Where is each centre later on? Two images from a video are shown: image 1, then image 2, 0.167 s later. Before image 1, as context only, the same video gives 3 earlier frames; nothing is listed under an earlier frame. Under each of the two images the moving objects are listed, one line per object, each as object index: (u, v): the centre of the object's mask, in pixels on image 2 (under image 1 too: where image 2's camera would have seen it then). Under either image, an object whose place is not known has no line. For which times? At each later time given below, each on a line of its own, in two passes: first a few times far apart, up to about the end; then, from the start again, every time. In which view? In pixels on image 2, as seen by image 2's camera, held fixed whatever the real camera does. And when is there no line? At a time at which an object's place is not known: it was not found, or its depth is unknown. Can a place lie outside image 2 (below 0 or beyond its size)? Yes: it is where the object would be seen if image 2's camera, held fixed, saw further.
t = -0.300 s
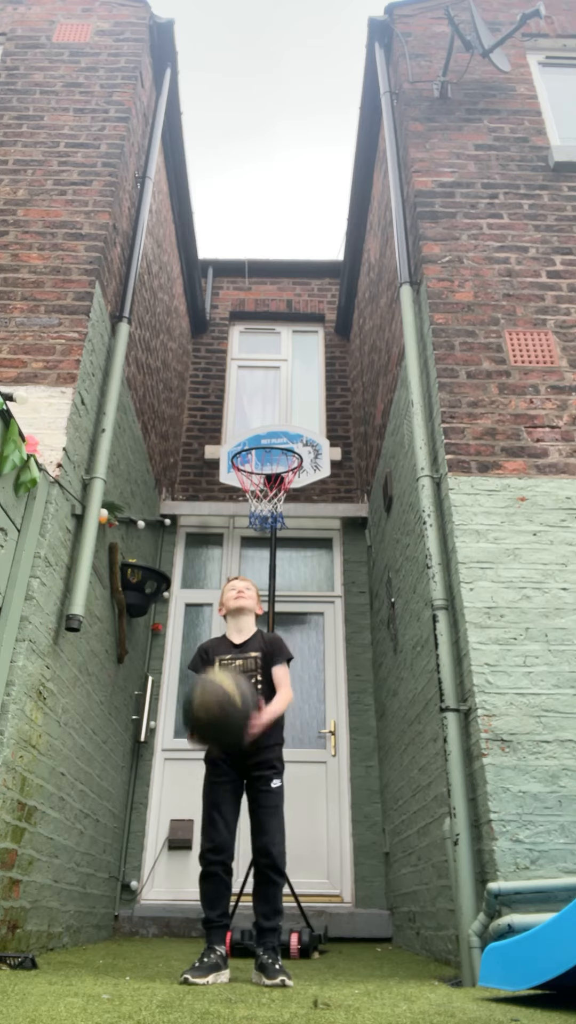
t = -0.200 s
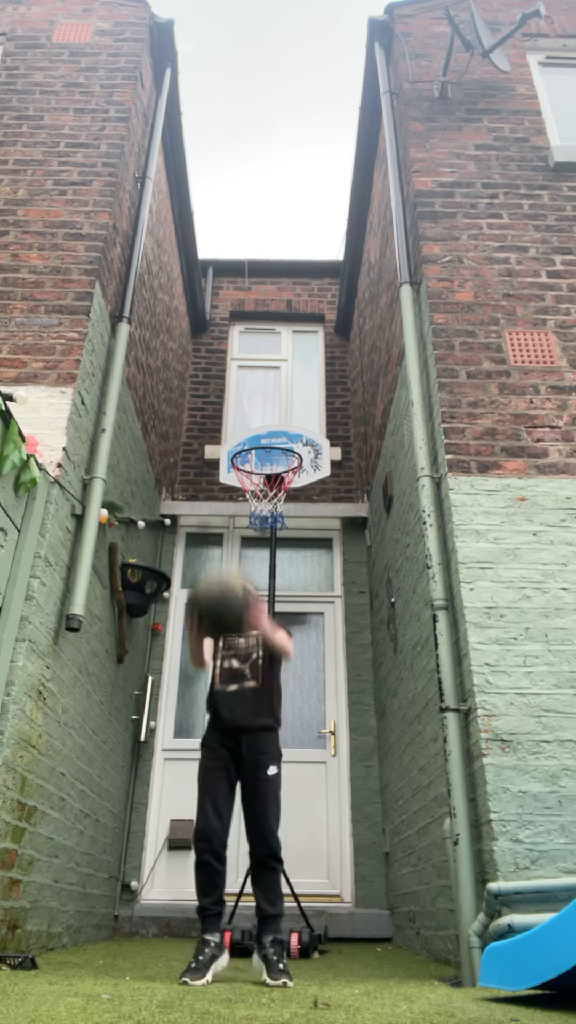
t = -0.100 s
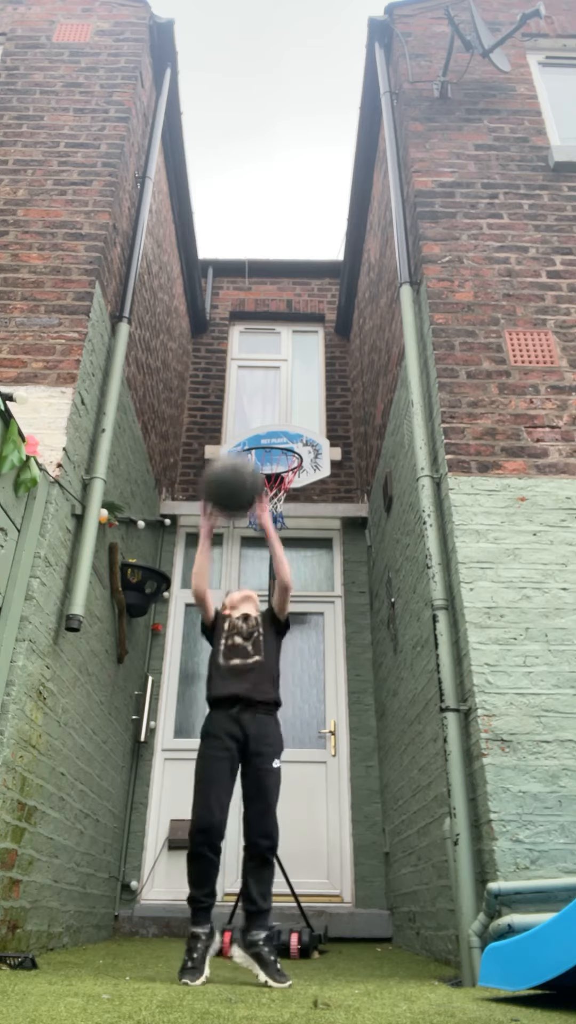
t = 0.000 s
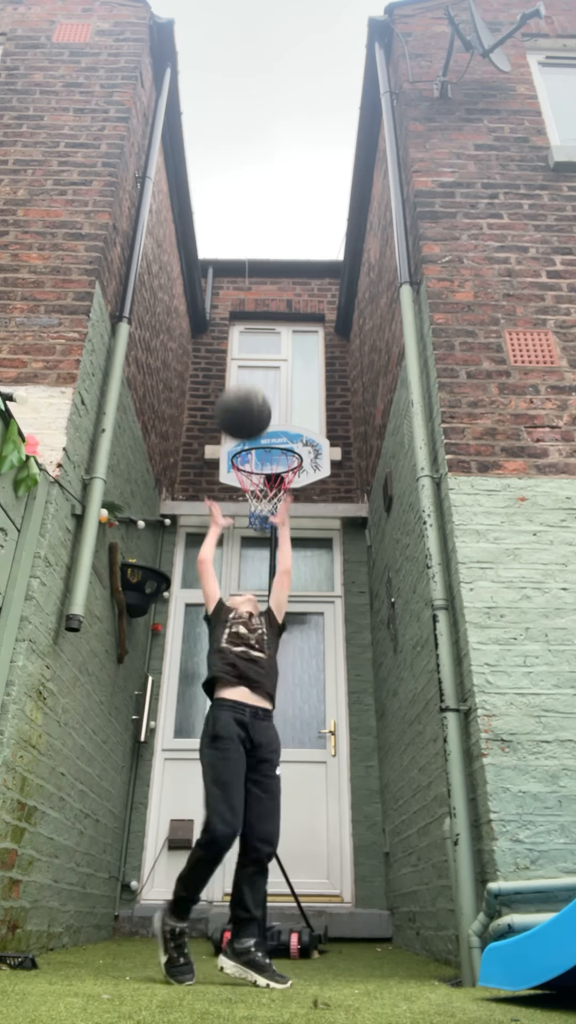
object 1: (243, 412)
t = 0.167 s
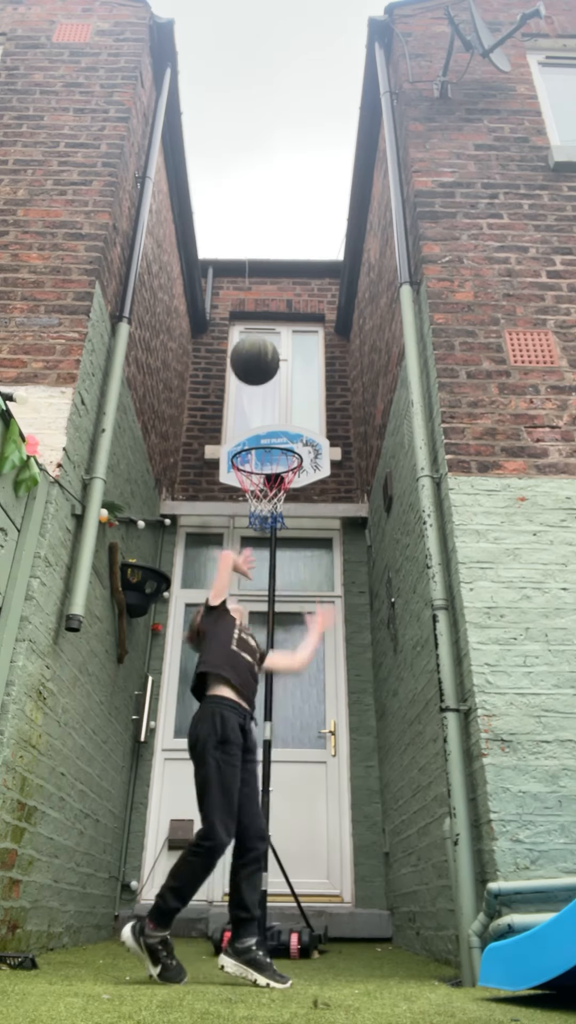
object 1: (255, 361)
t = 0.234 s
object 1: (259, 356)
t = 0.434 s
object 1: (268, 380)
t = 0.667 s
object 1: (278, 430)
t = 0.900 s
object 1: (291, 483)
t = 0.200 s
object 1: (257, 357)
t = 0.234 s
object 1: (259, 356)
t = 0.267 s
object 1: (261, 356)
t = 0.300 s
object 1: (262, 358)
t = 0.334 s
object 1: (264, 361)
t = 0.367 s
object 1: (265, 366)
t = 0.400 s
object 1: (267, 372)
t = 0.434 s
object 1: (268, 380)
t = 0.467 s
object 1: (270, 389)
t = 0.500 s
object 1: (271, 399)
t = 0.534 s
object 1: (272, 411)
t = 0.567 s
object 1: (273, 424)
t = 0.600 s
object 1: (275, 430)
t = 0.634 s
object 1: (276, 429)
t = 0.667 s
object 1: (278, 430)
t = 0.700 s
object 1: (280, 432)
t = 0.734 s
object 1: (281, 436)
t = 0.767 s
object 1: (283, 442)
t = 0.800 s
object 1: (285, 449)
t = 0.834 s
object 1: (287, 458)
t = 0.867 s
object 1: (288, 470)
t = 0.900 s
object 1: (291, 483)
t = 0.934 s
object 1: (293, 498)
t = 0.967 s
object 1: (295, 515)
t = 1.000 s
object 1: (297, 536)
